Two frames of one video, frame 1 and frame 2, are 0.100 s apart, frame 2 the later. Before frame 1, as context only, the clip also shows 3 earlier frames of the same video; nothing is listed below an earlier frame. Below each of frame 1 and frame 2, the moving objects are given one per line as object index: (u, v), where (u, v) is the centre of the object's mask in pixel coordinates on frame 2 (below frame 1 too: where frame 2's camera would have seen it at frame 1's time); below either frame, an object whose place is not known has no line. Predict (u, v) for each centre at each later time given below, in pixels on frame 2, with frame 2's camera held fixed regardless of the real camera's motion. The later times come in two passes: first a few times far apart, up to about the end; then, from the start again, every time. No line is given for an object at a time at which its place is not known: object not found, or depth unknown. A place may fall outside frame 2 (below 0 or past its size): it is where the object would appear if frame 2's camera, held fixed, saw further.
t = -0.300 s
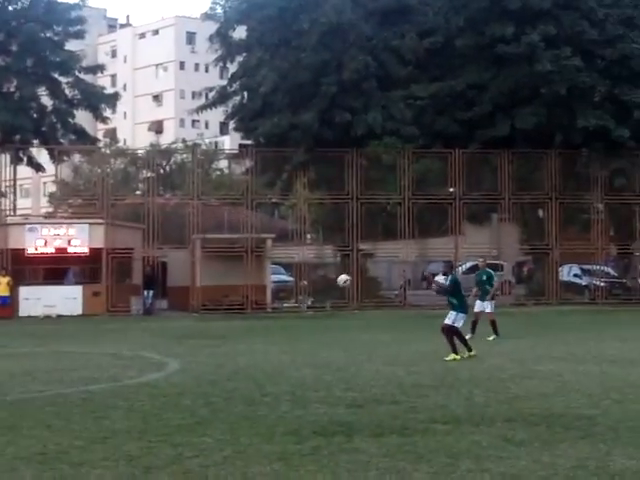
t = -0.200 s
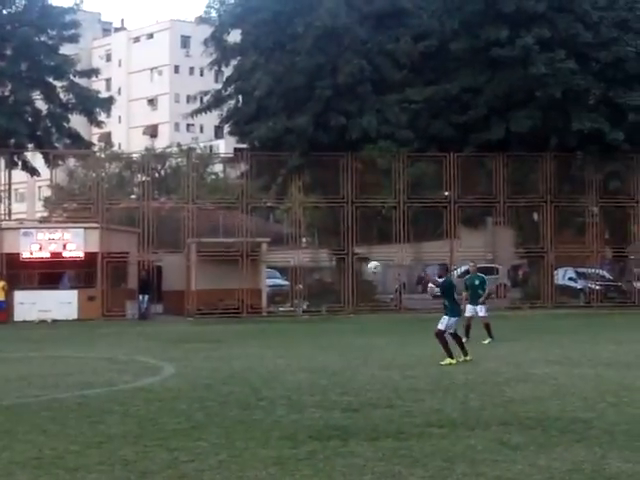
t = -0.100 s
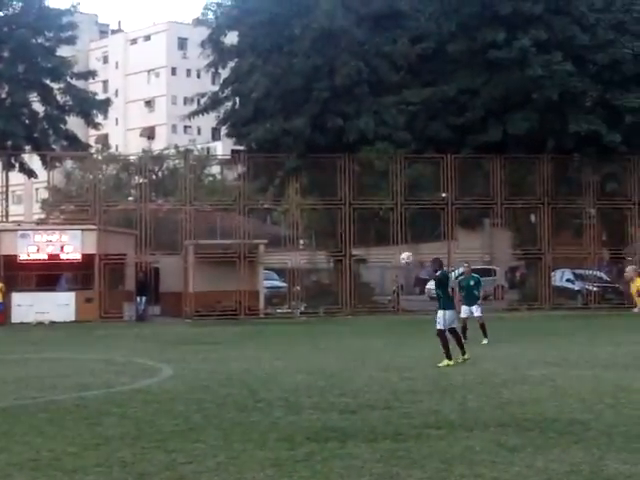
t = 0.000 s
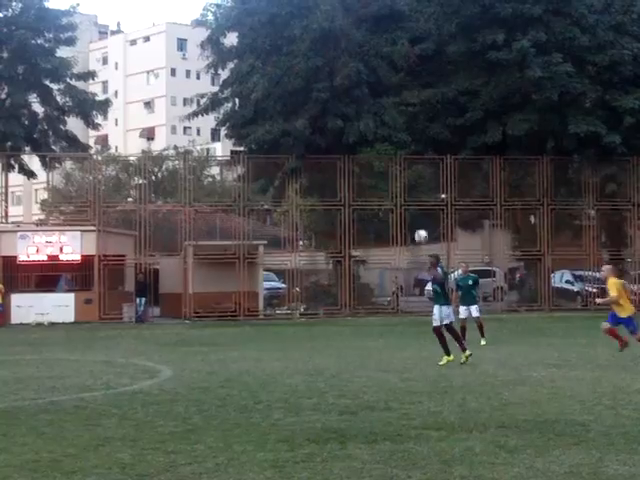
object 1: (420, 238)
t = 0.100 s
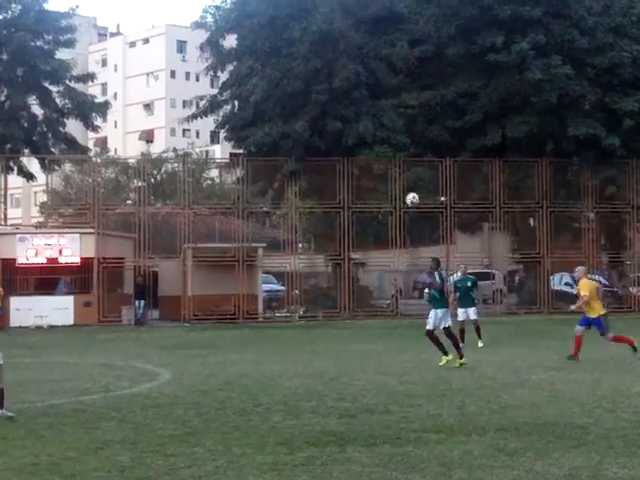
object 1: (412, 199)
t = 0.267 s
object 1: (399, 146)
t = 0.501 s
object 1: (383, 99)
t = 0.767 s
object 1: (367, 85)
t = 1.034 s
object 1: (351, 112)
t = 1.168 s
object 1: (340, 144)
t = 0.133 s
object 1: (409, 187)
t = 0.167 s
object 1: (406, 176)
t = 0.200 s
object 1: (404, 165)
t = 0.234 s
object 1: (402, 155)
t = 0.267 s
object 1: (399, 146)
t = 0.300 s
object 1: (397, 137)
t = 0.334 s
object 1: (394, 129)
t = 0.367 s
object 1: (392, 122)
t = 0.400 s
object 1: (390, 115)
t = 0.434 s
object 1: (388, 109)
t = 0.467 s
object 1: (385, 103)
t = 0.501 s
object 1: (383, 99)
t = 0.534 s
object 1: (381, 95)
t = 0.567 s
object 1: (379, 92)
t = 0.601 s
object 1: (377, 89)
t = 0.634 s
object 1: (375, 87)
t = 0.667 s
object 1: (373, 85)
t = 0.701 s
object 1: (371, 84)
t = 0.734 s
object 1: (369, 85)
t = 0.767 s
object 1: (367, 85)
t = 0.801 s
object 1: (365, 86)
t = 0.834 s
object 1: (364, 87)
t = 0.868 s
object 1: (362, 89)
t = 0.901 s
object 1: (361, 92)
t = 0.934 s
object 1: (359, 94)
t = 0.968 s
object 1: (357, 99)
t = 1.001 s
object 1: (353, 106)
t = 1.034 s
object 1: (351, 112)
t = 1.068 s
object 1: (348, 120)
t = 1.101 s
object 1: (344, 127)
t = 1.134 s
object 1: (342, 136)
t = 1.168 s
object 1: (340, 144)
